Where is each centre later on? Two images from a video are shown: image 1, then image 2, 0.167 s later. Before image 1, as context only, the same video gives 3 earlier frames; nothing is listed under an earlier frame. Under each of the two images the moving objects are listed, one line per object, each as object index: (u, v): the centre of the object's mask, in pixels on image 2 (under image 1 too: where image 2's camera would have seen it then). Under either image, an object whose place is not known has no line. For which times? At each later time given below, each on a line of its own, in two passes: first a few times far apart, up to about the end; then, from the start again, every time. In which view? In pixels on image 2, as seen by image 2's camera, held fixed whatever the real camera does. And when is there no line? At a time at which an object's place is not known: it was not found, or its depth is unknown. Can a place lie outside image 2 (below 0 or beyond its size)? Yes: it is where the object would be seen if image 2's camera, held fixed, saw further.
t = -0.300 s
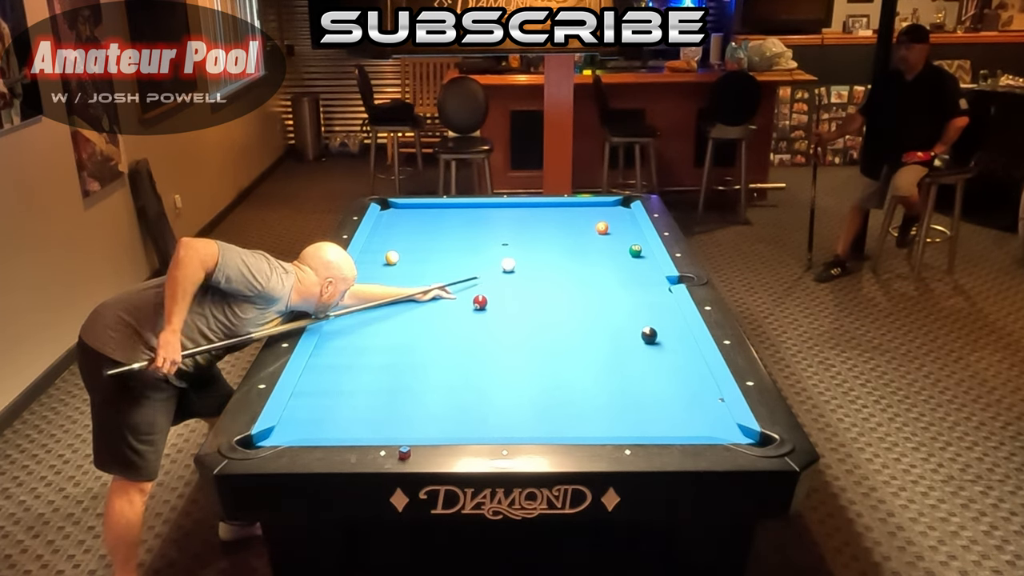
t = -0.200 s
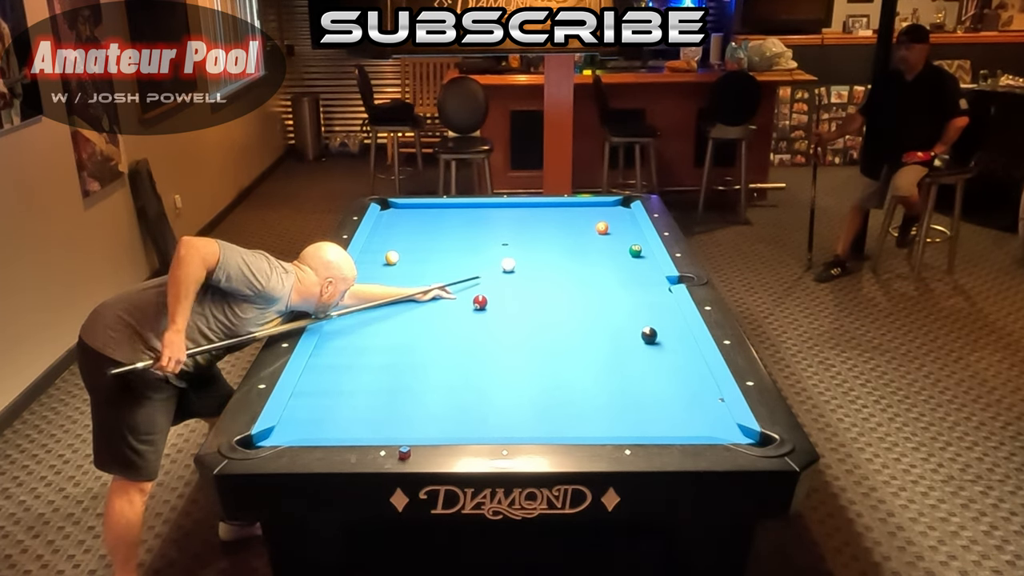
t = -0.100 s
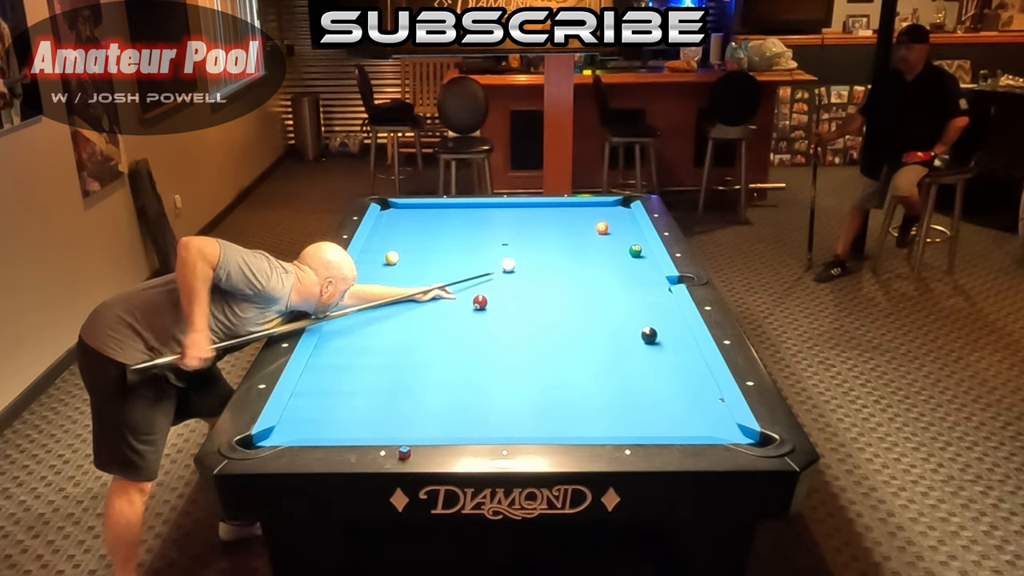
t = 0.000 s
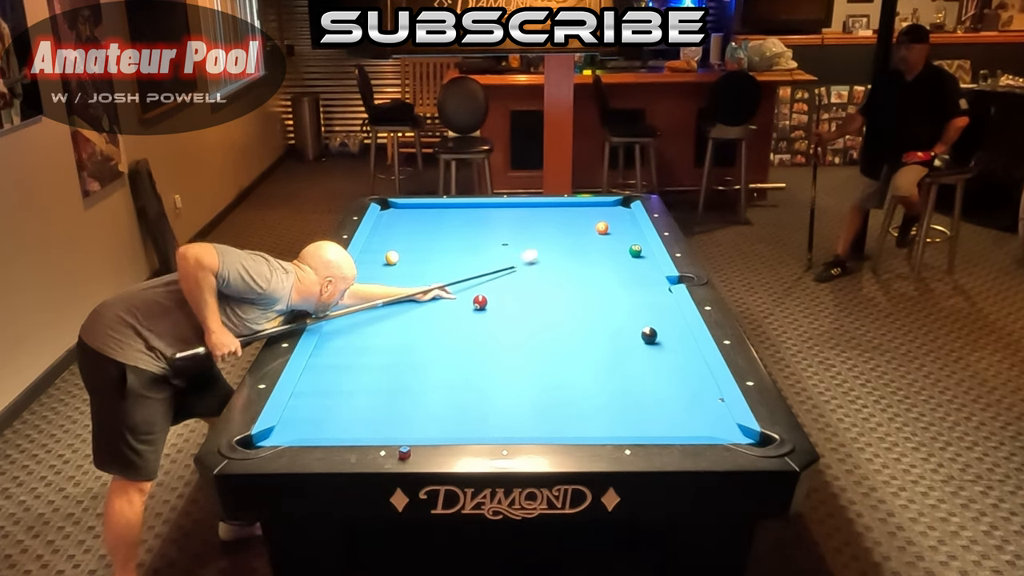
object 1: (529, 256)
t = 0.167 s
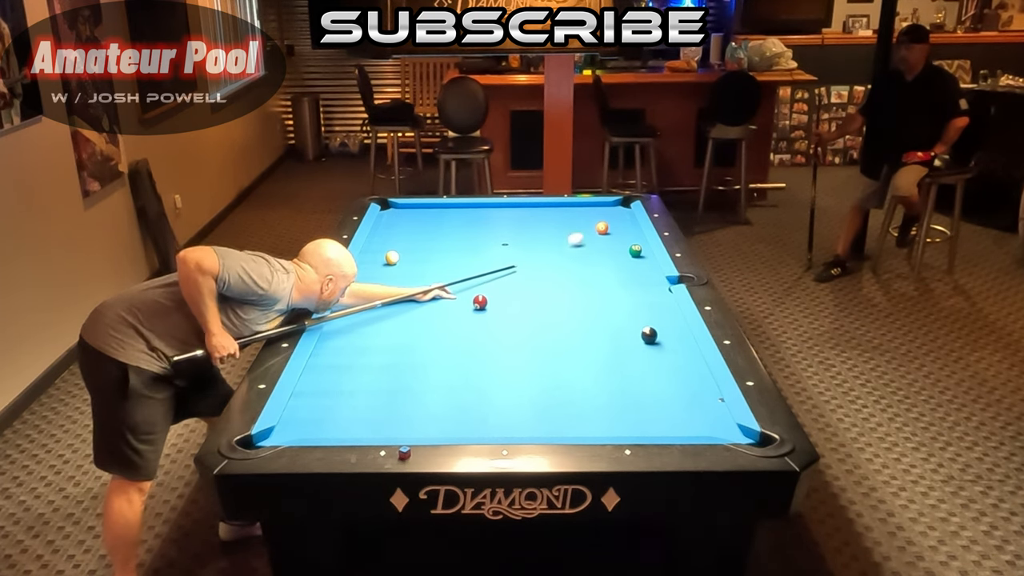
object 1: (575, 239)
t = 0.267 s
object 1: (595, 231)
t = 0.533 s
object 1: (625, 230)
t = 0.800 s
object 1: (628, 232)
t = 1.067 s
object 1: (616, 235)
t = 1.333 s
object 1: (605, 238)
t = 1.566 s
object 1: (596, 241)
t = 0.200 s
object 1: (583, 236)
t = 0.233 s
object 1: (589, 233)
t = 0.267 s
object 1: (595, 231)
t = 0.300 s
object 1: (600, 230)
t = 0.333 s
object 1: (604, 231)
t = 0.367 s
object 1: (607, 231)
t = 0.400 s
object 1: (611, 231)
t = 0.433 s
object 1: (614, 231)
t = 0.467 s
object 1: (618, 230)
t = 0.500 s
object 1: (621, 230)
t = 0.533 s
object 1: (625, 230)
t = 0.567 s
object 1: (628, 230)
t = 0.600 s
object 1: (632, 230)
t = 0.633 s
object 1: (635, 230)
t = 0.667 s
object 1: (634, 230)
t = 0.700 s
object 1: (633, 231)
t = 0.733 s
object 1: (631, 231)
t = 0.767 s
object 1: (629, 232)
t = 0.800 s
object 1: (628, 232)
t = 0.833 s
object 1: (626, 232)
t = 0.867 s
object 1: (625, 233)
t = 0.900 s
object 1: (624, 233)
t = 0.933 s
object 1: (622, 234)
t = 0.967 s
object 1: (620, 234)
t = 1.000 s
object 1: (619, 235)
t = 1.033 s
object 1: (618, 235)
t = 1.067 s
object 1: (616, 235)
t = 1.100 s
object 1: (615, 236)
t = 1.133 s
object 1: (613, 236)
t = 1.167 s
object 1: (612, 236)
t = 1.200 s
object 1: (610, 237)
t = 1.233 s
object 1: (609, 237)
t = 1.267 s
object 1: (608, 237)
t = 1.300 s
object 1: (606, 238)
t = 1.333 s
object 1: (605, 238)
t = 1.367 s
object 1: (604, 239)
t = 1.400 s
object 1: (602, 239)
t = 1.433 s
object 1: (601, 239)
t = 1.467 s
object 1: (600, 240)
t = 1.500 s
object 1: (599, 240)
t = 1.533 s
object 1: (597, 240)
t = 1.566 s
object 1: (596, 241)
